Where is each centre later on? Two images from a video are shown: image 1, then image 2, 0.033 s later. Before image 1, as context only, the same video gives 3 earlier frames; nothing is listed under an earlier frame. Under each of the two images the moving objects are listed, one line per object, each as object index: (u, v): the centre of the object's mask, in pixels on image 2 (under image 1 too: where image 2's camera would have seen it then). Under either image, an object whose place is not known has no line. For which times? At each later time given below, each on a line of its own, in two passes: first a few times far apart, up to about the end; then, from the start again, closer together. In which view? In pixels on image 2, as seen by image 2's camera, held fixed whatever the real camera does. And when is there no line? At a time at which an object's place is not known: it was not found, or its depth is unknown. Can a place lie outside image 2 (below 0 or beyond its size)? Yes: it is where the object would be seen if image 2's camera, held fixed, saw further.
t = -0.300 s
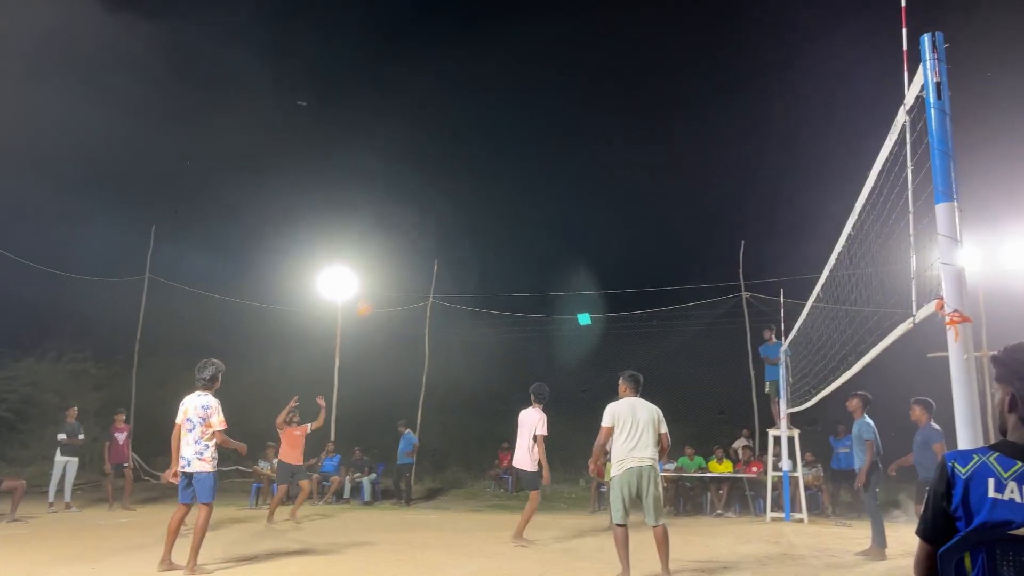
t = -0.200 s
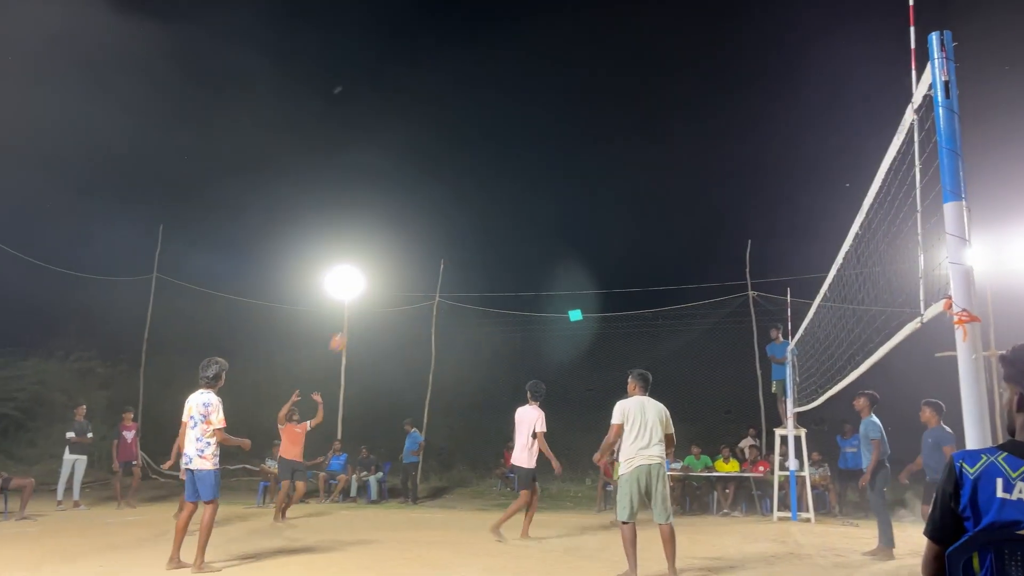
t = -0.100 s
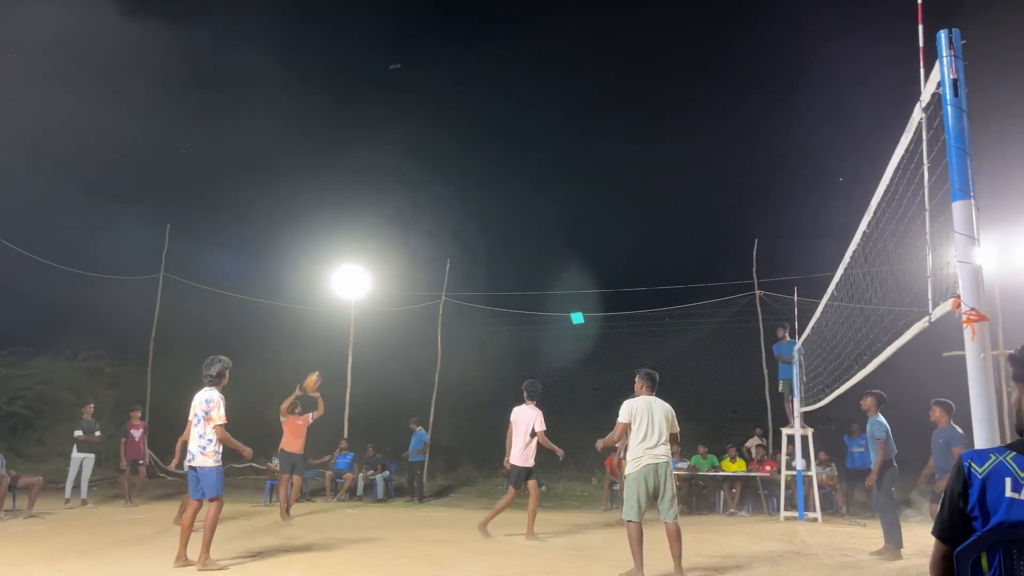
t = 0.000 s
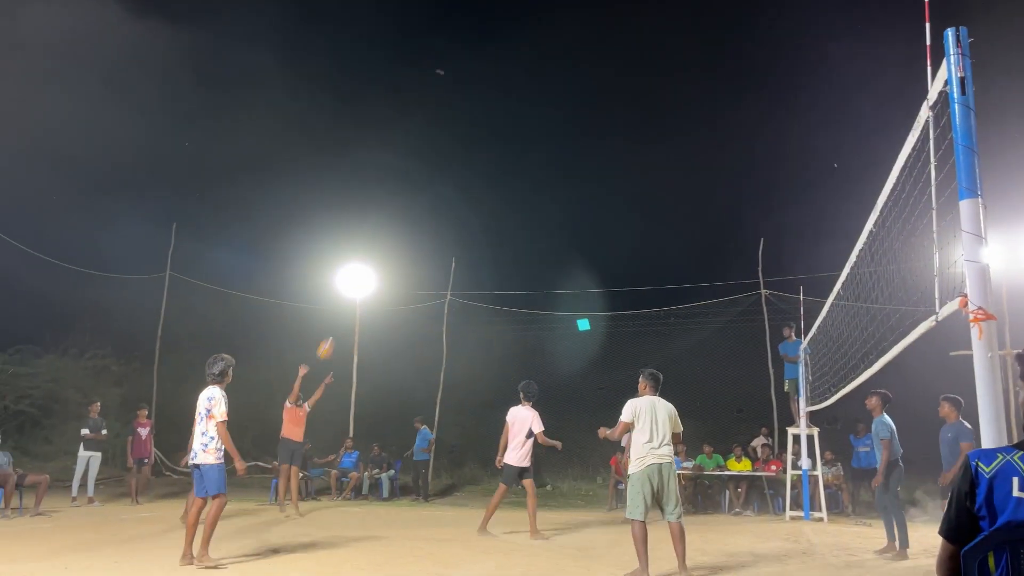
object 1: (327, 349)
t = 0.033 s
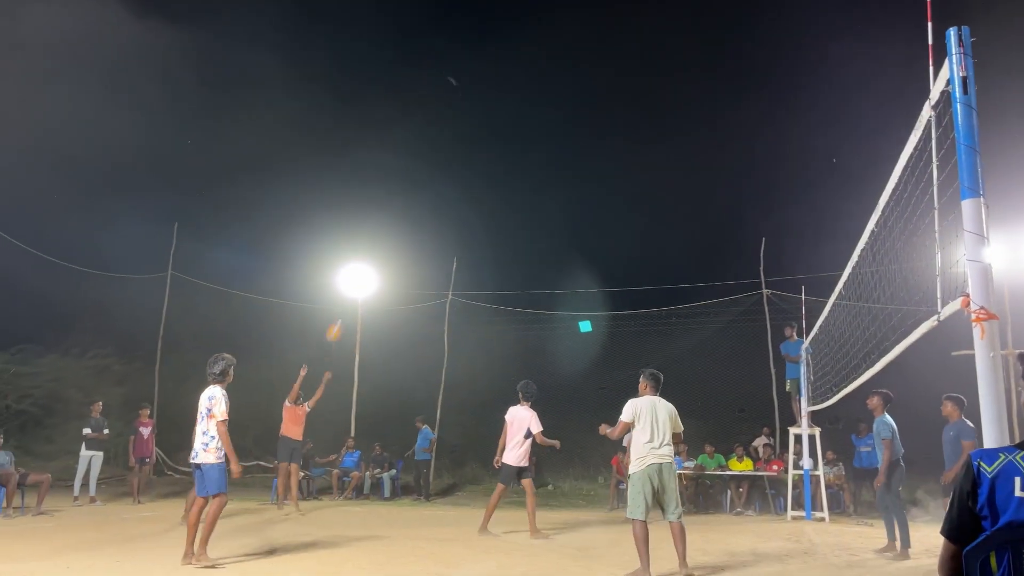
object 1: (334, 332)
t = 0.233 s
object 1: (379, 242)
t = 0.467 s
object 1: (426, 174)
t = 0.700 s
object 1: (473, 139)
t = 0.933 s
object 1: (520, 142)
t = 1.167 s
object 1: (571, 186)
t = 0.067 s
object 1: (341, 316)
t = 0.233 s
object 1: (379, 242)
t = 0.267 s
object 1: (385, 231)
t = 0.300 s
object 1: (392, 220)
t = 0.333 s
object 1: (399, 210)
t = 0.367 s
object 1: (406, 200)
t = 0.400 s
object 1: (413, 191)
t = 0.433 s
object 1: (419, 182)
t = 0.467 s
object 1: (426, 174)
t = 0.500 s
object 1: (433, 167)
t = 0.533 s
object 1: (440, 161)
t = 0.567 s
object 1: (446, 155)
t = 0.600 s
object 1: (453, 150)
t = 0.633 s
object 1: (460, 146)
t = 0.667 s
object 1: (466, 142)
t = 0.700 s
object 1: (473, 139)
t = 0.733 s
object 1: (479, 137)
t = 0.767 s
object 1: (486, 136)
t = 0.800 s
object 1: (493, 136)
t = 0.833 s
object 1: (499, 136)
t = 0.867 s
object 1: (506, 137)
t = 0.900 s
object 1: (513, 139)
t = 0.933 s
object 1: (520, 142)
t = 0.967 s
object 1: (527, 146)
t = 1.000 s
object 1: (534, 151)
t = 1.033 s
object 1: (541, 156)
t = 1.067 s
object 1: (549, 162)
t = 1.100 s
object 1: (556, 169)
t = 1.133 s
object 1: (564, 177)
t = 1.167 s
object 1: (571, 186)
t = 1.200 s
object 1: (579, 196)
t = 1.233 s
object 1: (587, 207)
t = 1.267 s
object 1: (594, 219)
